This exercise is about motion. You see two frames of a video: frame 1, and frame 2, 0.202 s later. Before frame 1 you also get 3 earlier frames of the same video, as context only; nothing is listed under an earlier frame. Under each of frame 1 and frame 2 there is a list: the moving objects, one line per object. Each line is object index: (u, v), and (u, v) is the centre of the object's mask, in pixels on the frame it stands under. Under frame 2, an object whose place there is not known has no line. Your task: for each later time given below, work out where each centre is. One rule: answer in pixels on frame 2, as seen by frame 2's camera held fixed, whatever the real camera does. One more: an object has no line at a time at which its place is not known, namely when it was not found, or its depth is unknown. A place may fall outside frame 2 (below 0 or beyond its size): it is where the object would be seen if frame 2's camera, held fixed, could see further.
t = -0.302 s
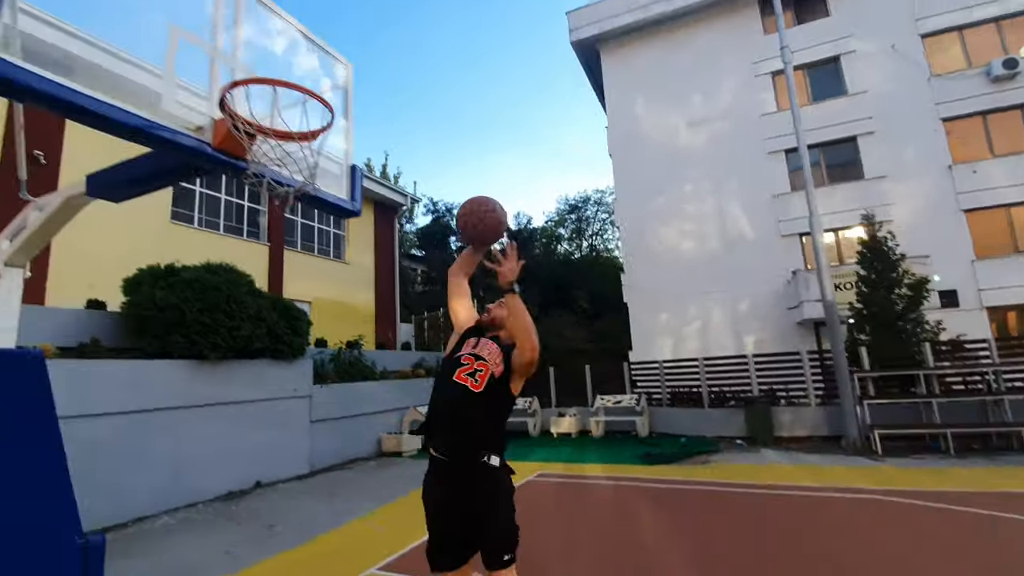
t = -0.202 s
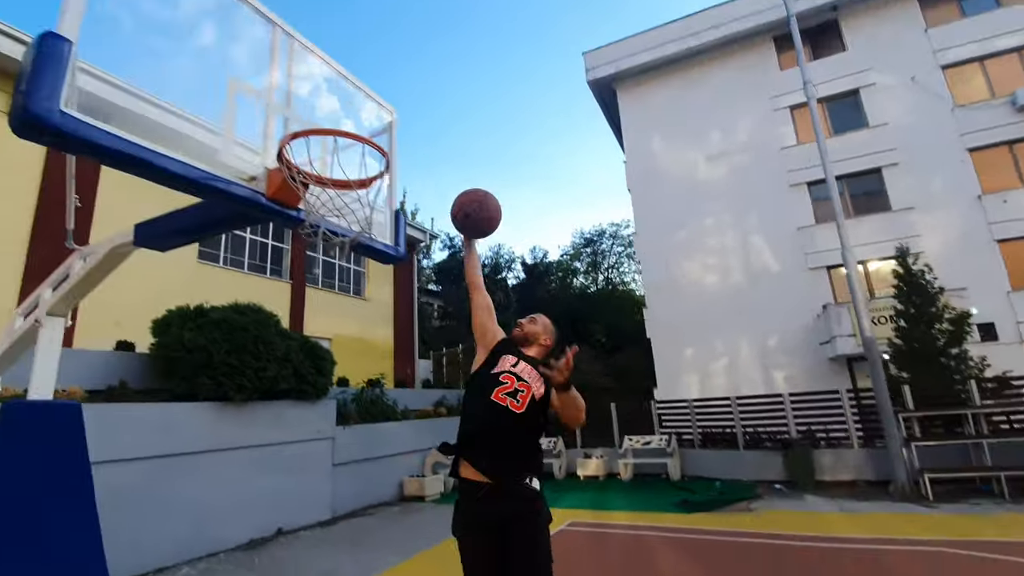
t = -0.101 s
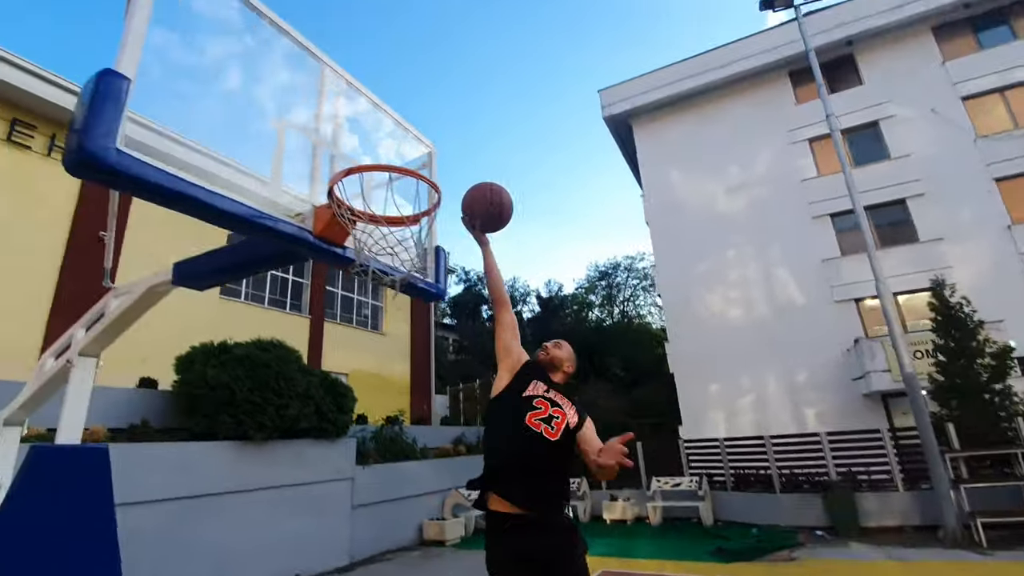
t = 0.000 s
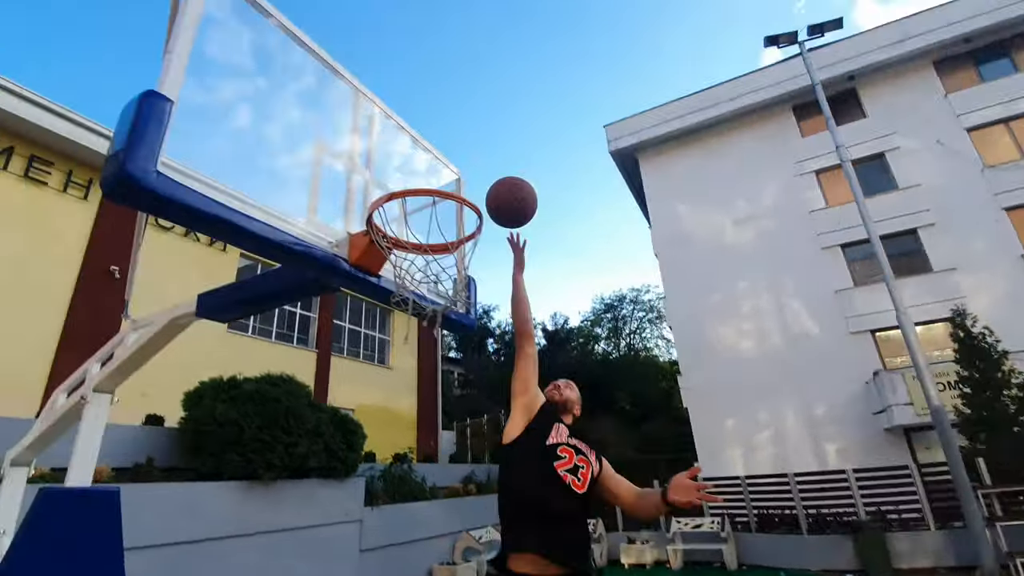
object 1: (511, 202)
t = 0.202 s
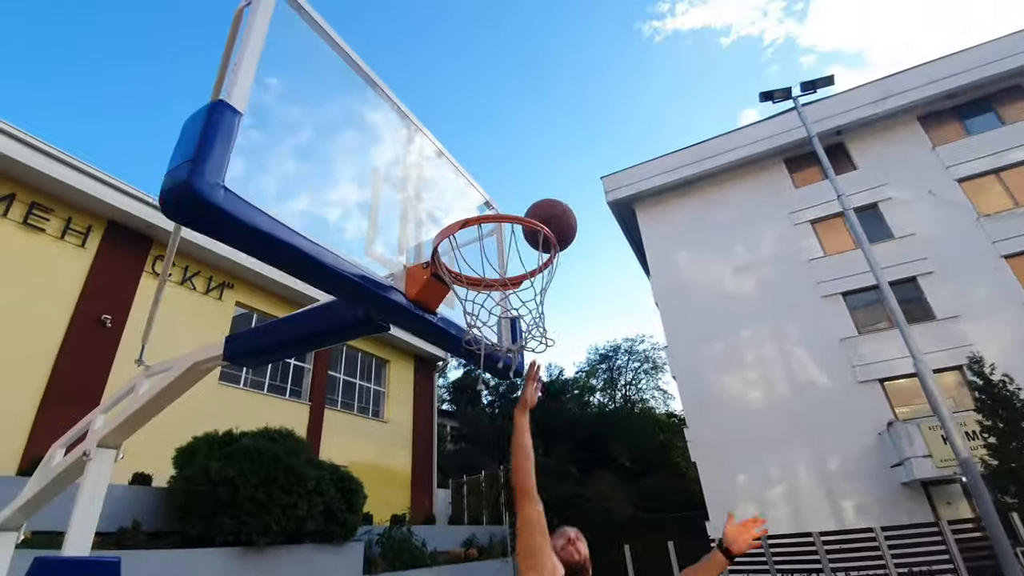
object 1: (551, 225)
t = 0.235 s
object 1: (550, 231)
